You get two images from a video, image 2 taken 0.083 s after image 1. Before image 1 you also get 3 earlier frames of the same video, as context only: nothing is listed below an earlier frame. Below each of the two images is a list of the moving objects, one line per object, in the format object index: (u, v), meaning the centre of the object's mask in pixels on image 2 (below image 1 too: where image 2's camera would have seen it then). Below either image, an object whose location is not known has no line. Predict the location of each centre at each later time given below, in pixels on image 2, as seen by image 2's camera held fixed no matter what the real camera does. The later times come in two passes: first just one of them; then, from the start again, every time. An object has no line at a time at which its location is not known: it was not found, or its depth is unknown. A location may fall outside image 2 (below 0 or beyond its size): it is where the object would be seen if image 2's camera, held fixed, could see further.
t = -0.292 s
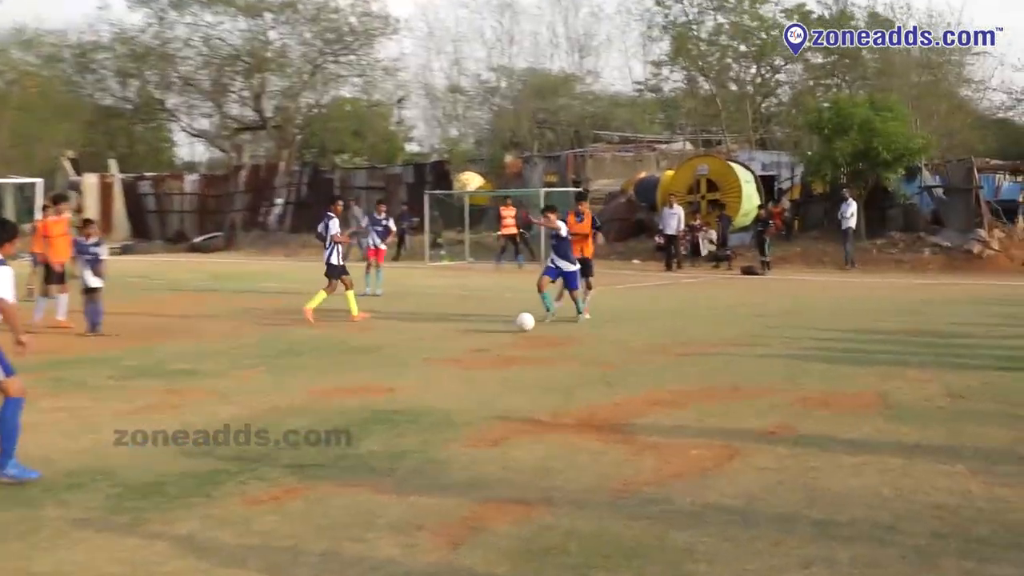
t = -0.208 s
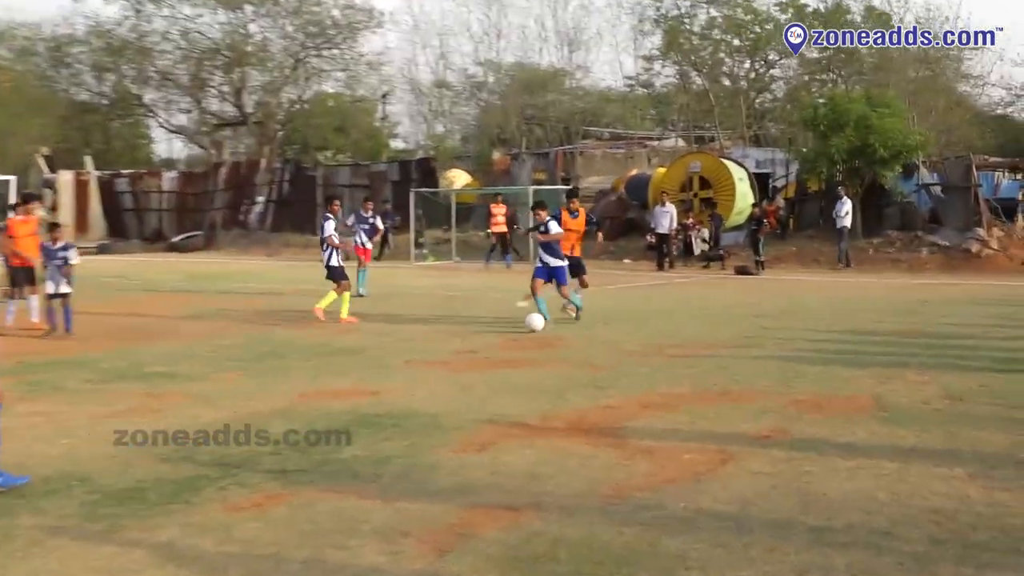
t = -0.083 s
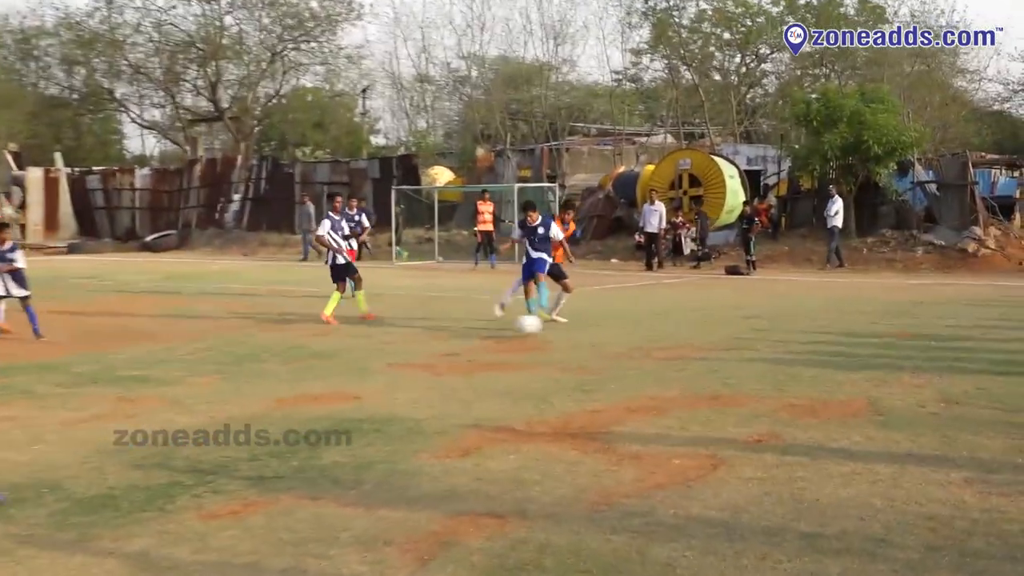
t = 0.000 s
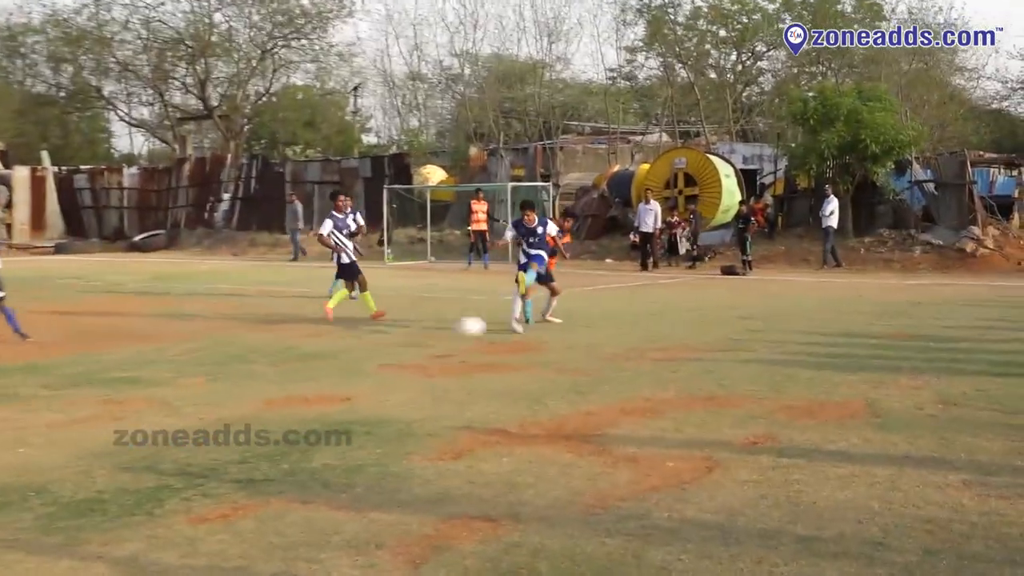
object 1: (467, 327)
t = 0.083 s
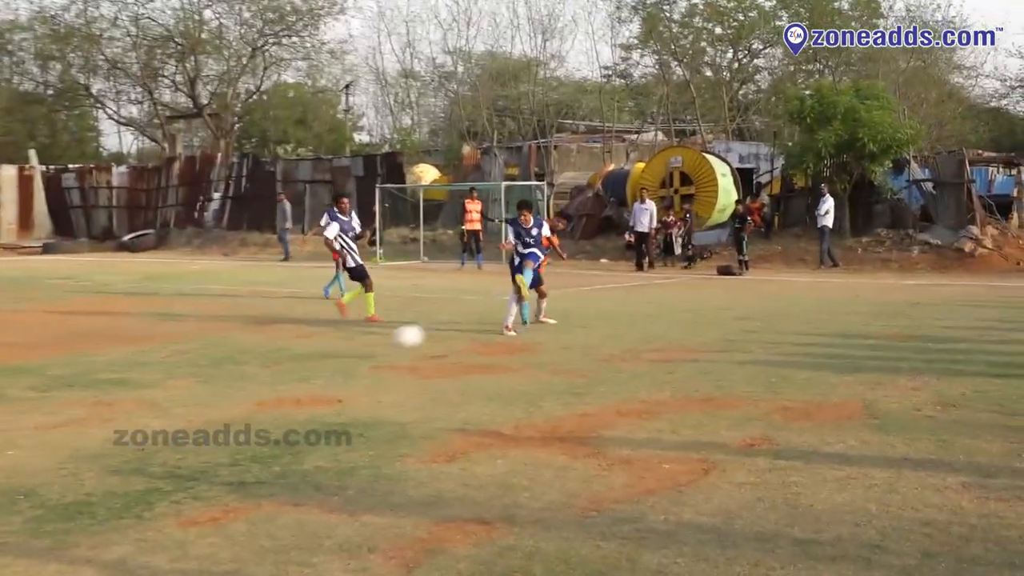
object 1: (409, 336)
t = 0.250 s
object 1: (284, 364)
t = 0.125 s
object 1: (379, 343)
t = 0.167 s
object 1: (346, 352)
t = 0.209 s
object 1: (313, 363)
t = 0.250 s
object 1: (284, 364)
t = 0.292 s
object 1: (255, 363)
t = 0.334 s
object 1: (208, 364)
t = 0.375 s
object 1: (176, 367)
